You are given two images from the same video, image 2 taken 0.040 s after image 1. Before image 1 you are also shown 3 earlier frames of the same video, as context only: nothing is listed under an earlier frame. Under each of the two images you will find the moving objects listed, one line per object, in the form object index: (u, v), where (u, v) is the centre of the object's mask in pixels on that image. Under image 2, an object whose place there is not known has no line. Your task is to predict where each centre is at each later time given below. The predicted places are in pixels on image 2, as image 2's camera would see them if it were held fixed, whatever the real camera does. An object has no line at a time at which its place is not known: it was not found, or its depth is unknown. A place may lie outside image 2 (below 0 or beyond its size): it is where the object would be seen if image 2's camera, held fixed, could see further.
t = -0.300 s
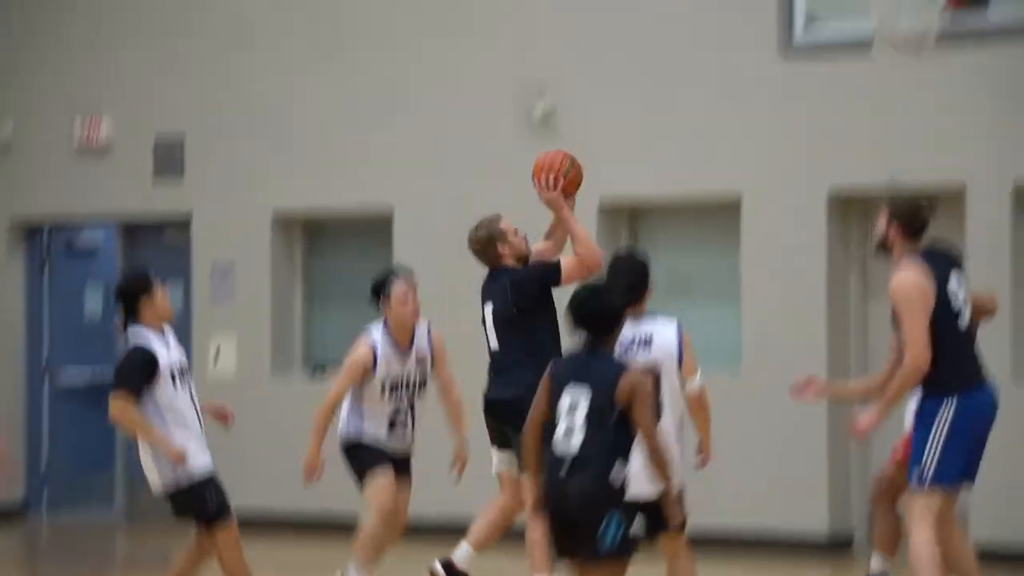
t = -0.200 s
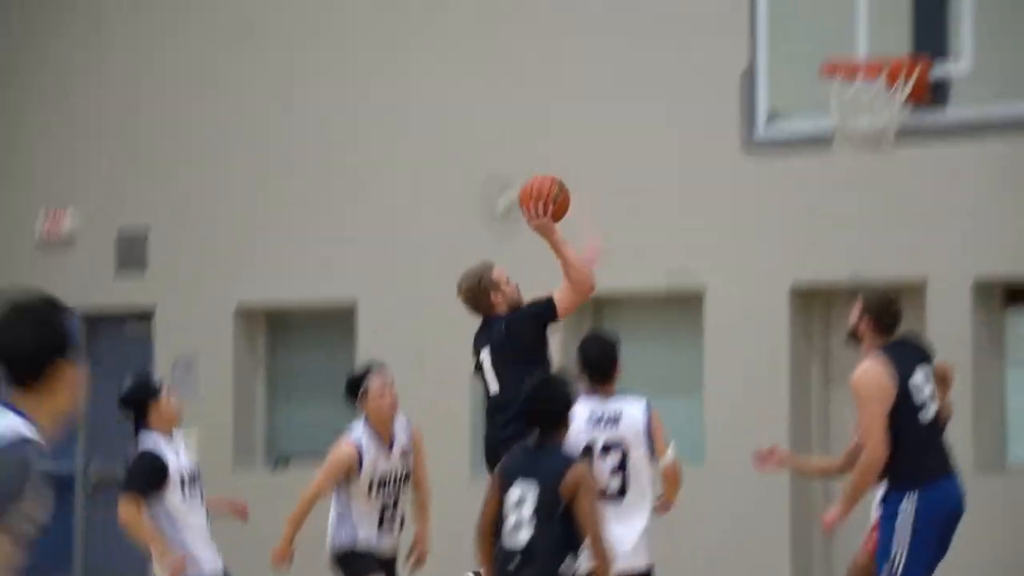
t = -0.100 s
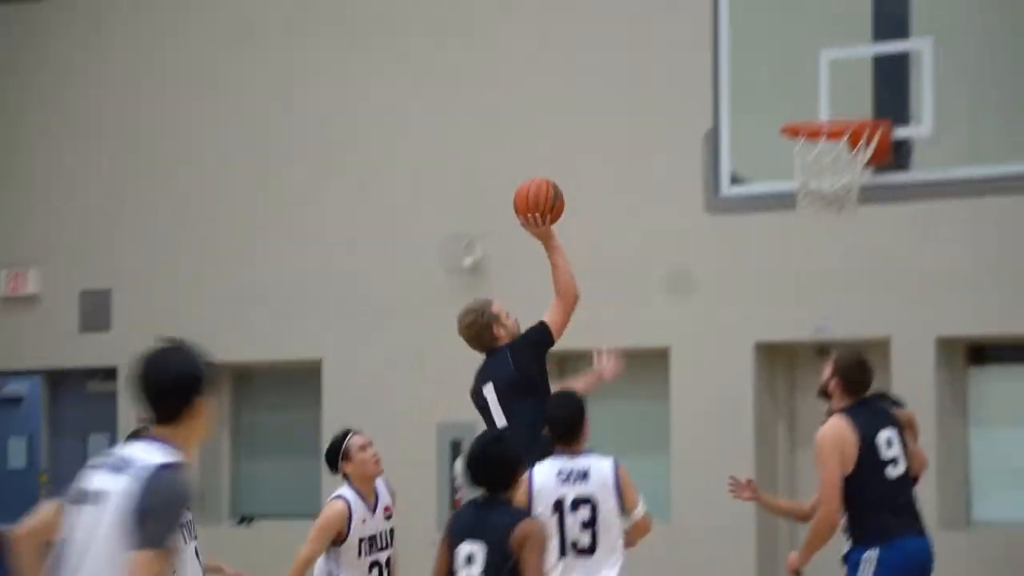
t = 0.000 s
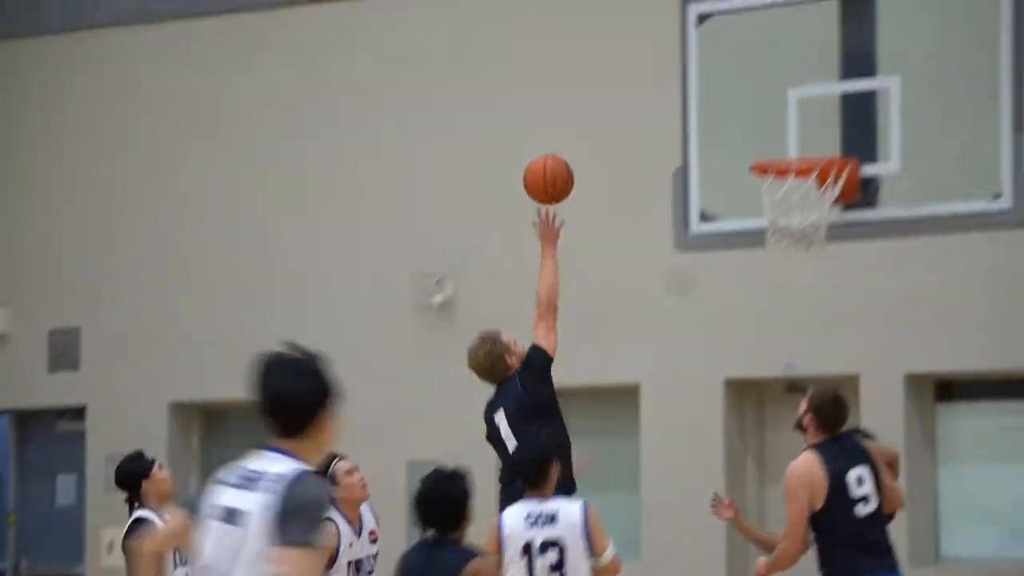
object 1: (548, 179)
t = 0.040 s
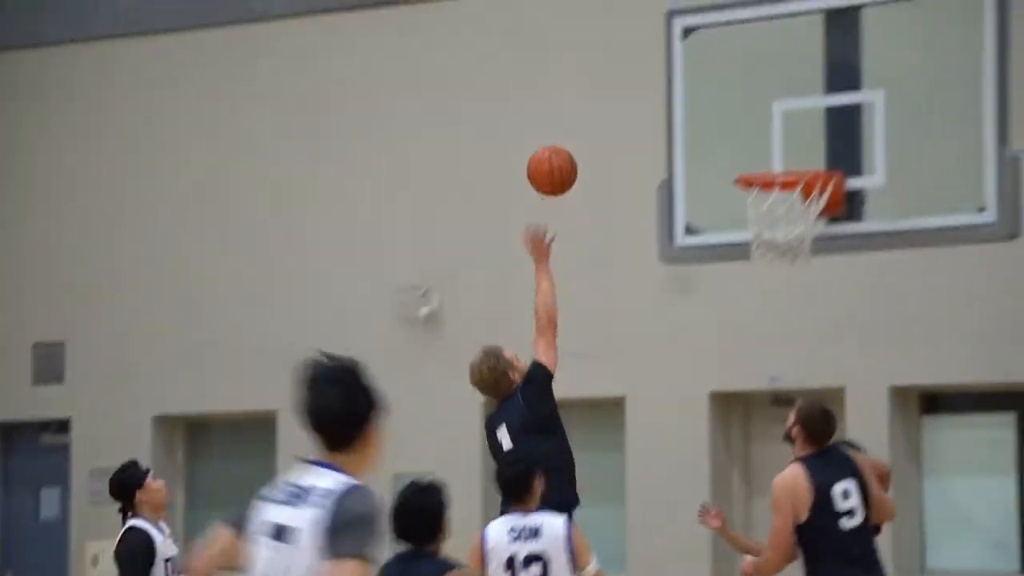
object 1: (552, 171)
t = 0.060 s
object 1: (561, 161)
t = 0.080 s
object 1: (569, 152)
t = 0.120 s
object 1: (587, 136)
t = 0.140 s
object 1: (596, 130)
